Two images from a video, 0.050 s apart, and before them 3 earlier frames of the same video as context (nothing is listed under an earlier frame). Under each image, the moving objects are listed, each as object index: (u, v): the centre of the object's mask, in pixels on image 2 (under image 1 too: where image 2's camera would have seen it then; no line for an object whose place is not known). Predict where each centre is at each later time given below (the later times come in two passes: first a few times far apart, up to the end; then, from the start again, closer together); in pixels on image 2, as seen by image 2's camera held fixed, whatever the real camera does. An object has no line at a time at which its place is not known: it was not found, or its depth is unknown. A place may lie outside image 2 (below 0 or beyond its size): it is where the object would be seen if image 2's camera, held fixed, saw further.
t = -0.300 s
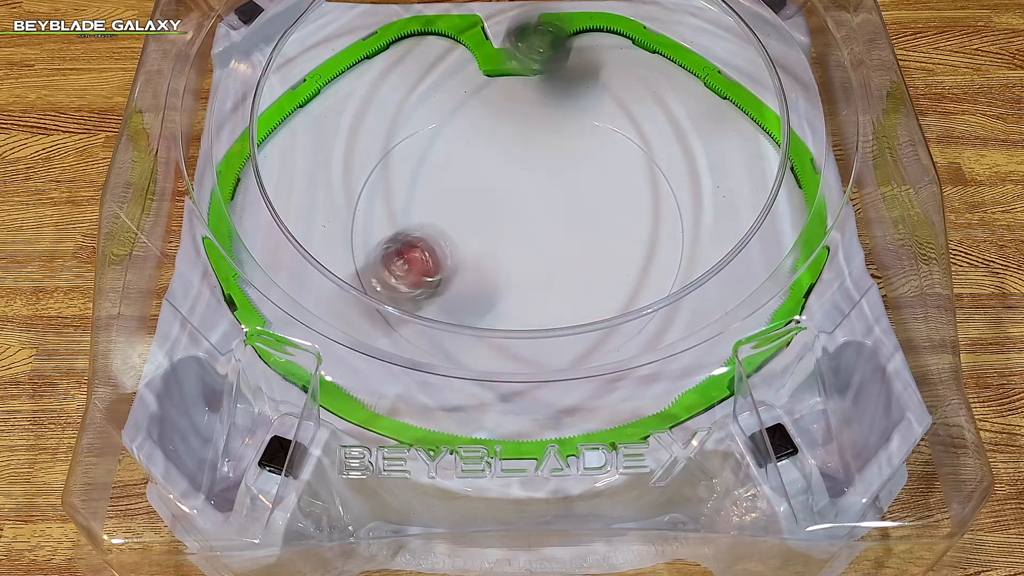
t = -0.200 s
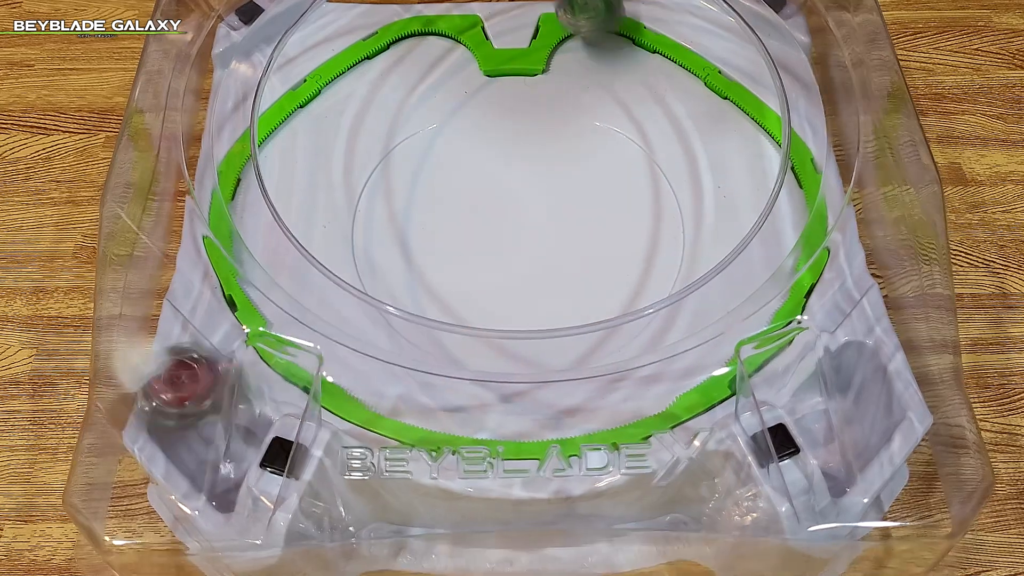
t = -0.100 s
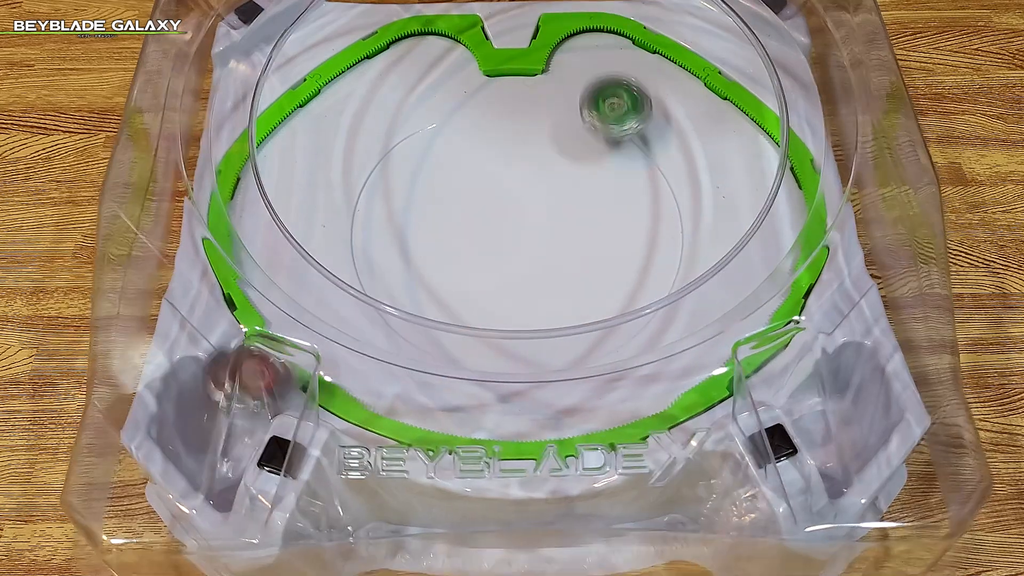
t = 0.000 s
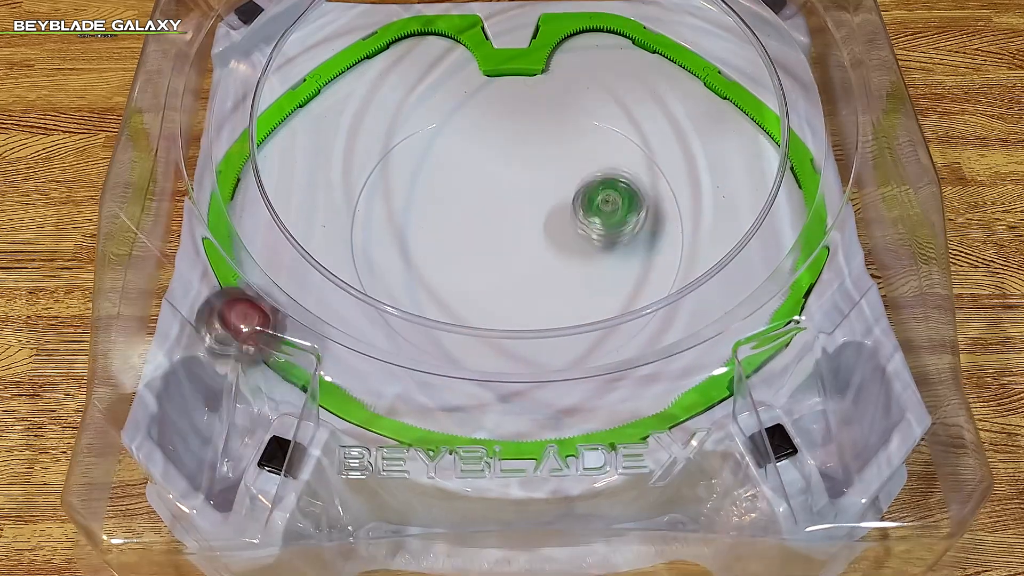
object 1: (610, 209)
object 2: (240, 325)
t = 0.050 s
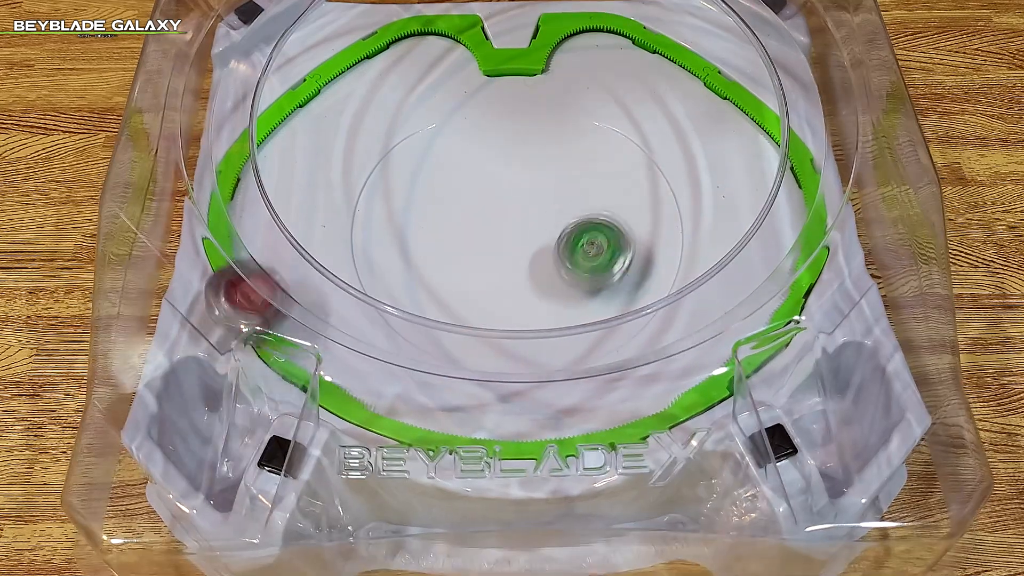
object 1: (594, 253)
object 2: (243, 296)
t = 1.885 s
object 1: (497, 163)
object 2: (533, 331)
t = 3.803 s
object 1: (502, 258)
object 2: (636, 241)
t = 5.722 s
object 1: (563, 236)
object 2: (613, 174)
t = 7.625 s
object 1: (484, 268)
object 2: (589, 135)
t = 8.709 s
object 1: (483, 229)
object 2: (441, 167)
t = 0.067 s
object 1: (588, 265)
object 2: (248, 290)
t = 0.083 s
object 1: (582, 277)
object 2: (251, 285)
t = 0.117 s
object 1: (568, 294)
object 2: (258, 272)
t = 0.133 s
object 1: (562, 300)
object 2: (263, 268)
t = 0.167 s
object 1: (552, 315)
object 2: (278, 256)
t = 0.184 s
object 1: (547, 322)
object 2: (287, 253)
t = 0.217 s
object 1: (540, 329)
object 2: (297, 246)
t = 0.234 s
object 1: (538, 330)
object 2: (304, 239)
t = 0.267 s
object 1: (537, 331)
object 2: (320, 226)
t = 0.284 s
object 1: (537, 331)
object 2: (325, 221)
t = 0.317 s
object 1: (541, 330)
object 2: (337, 209)
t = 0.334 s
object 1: (545, 329)
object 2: (345, 203)
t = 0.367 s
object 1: (553, 325)
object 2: (359, 192)
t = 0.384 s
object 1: (559, 323)
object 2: (368, 188)
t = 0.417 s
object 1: (570, 319)
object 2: (385, 185)
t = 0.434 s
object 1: (575, 316)
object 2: (396, 184)
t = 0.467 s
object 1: (585, 311)
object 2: (415, 181)
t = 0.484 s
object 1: (589, 303)
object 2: (423, 179)
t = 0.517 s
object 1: (597, 300)
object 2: (441, 177)
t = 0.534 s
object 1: (600, 298)
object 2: (449, 176)
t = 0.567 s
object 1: (605, 296)
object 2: (465, 172)
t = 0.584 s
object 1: (607, 294)
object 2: (473, 171)
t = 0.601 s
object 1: (609, 292)
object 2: (481, 170)
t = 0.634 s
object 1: (610, 290)
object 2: (497, 166)
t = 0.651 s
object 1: (609, 288)
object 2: (506, 164)
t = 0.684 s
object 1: (606, 283)
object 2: (524, 161)
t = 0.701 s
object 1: (604, 281)
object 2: (533, 159)
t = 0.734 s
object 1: (596, 273)
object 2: (550, 155)
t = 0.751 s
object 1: (592, 269)
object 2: (558, 154)
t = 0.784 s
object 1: (584, 261)
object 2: (574, 150)
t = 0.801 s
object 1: (579, 257)
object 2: (582, 148)
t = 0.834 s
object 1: (569, 250)
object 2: (598, 145)
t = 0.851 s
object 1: (564, 247)
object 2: (606, 143)
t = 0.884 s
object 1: (552, 241)
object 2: (620, 142)
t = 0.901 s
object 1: (546, 239)
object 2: (627, 141)
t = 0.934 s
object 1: (533, 234)
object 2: (639, 141)
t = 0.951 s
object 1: (526, 233)
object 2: (641, 143)
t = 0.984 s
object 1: (512, 231)
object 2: (641, 152)
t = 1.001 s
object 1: (505, 230)
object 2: (642, 154)
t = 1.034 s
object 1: (492, 229)
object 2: (643, 161)
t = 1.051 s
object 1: (485, 229)
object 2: (643, 164)
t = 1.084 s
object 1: (473, 230)
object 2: (646, 169)
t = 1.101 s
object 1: (467, 231)
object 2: (647, 173)
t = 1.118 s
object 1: (461, 232)
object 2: (650, 175)
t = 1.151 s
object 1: (450, 234)
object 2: (655, 181)
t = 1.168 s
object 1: (445, 236)
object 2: (658, 183)
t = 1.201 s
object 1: (436, 240)
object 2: (662, 190)
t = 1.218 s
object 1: (433, 241)
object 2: (663, 194)
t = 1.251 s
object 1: (428, 245)
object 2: (663, 201)
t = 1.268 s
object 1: (427, 246)
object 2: (663, 205)
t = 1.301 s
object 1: (425, 249)
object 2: (663, 213)
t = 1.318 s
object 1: (426, 250)
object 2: (663, 217)
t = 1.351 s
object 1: (427, 252)
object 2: (663, 227)
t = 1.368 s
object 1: (429, 253)
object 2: (662, 231)
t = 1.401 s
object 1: (432, 254)
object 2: (660, 239)
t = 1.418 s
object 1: (434, 255)
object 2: (658, 244)
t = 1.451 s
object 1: (440, 255)
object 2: (655, 253)
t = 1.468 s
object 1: (443, 255)
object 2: (653, 258)
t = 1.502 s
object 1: (451, 253)
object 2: (648, 267)
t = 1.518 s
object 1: (456, 252)
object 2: (646, 271)
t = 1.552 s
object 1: (465, 249)
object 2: (639, 278)
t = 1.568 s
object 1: (469, 247)
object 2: (636, 282)
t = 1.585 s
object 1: (473, 244)
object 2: (632, 286)
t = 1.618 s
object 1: (481, 238)
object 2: (624, 291)
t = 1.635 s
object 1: (484, 235)
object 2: (619, 294)
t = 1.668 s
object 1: (489, 227)
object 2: (612, 305)
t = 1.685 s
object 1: (491, 223)
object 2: (607, 308)
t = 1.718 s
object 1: (494, 213)
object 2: (596, 314)
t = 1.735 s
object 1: (495, 208)
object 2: (590, 317)
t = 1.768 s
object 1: (497, 198)
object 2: (578, 322)
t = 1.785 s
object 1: (498, 193)
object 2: (573, 324)
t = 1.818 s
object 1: (498, 183)
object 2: (559, 328)
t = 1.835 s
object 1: (498, 178)
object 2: (552, 329)
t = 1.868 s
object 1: (498, 168)
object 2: (539, 331)
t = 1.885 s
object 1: (497, 163)
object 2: (533, 331)
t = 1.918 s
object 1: (497, 155)
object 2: (518, 332)
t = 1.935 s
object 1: (496, 152)
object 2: (512, 332)
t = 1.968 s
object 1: (496, 146)
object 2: (499, 331)
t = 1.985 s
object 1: (495, 144)
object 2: (492, 330)
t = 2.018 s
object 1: (494, 141)
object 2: (480, 327)
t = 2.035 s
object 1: (494, 140)
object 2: (474, 325)
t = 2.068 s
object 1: (493, 138)
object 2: (462, 322)
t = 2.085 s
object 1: (493, 138)
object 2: (456, 319)
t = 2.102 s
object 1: (493, 139)
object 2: (451, 317)
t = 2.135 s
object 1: (492, 140)
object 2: (440, 311)
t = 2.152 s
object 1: (492, 140)
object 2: (435, 308)
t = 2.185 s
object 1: (491, 141)
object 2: (425, 301)
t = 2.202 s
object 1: (492, 142)
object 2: (421, 297)
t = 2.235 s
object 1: (492, 143)
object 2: (414, 288)
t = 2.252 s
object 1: (492, 144)
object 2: (411, 285)
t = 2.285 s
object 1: (494, 146)
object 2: (404, 277)
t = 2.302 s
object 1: (495, 148)
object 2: (401, 273)
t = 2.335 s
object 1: (499, 151)
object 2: (396, 264)
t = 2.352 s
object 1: (501, 152)
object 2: (395, 259)
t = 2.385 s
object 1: (507, 156)
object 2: (392, 251)
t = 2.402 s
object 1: (511, 158)
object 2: (392, 247)
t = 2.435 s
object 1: (518, 162)
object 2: (393, 239)
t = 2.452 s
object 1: (521, 165)
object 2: (395, 234)
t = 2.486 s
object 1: (528, 170)
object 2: (397, 227)
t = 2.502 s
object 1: (532, 173)
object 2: (399, 221)
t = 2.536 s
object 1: (538, 179)
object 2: (402, 213)
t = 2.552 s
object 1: (541, 181)
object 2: (404, 209)
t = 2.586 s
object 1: (547, 187)
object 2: (409, 199)
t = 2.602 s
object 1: (550, 190)
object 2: (411, 195)
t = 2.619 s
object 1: (552, 193)
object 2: (414, 192)
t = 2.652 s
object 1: (558, 198)
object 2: (420, 184)
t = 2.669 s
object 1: (560, 201)
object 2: (423, 180)
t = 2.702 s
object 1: (565, 205)
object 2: (430, 174)
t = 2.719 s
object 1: (567, 207)
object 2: (435, 171)
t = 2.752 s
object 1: (572, 209)
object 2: (444, 165)
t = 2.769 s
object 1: (574, 211)
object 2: (448, 162)
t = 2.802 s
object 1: (577, 213)
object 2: (457, 156)
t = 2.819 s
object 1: (578, 214)
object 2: (462, 153)
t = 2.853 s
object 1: (580, 216)
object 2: (471, 147)
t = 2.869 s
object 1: (581, 217)
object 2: (477, 144)
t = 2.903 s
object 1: (582, 219)
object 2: (487, 139)
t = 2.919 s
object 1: (582, 220)
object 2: (492, 138)
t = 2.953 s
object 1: (582, 222)
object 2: (501, 134)
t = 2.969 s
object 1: (582, 223)
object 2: (507, 132)
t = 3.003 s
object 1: (581, 225)
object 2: (518, 129)
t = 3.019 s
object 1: (581, 226)
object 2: (523, 127)
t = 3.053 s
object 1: (579, 228)
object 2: (535, 125)
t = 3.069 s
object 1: (578, 228)
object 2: (541, 124)
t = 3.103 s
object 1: (576, 230)
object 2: (551, 122)
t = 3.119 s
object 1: (575, 231)
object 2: (556, 122)
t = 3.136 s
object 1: (574, 232)
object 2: (562, 121)
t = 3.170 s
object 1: (572, 234)
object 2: (571, 122)
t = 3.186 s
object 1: (571, 235)
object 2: (576, 122)
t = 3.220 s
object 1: (569, 238)
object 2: (585, 124)
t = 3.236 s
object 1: (568, 239)
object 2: (590, 125)
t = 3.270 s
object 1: (565, 241)
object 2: (599, 126)
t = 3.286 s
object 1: (564, 243)
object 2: (603, 129)
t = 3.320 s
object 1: (561, 245)
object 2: (611, 132)
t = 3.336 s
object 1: (559, 247)
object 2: (615, 134)
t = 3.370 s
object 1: (555, 249)
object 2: (622, 139)
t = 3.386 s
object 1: (553, 250)
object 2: (626, 143)
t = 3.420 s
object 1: (549, 252)
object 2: (633, 148)
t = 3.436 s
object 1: (547, 253)
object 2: (636, 152)
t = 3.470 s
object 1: (544, 255)
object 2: (641, 159)
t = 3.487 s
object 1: (542, 256)
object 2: (644, 163)
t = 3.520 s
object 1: (539, 257)
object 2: (647, 170)
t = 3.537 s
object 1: (537, 258)
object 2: (649, 174)
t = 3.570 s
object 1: (533, 259)
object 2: (651, 183)
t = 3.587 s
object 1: (531, 259)
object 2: (651, 187)
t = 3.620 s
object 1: (526, 260)
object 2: (652, 196)
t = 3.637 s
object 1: (524, 260)
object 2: (652, 200)
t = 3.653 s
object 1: (521, 260)
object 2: (651, 204)
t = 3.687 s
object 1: (516, 260)
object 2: (650, 212)
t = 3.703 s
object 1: (514, 260)
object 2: (649, 217)
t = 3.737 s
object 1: (509, 259)
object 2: (646, 225)
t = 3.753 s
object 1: (507, 259)
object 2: (644, 229)
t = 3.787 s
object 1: (504, 259)
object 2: (638, 238)
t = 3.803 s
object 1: (502, 258)
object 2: (636, 241)
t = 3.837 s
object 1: (499, 258)
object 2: (630, 249)
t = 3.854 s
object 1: (497, 258)
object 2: (626, 254)
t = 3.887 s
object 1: (494, 256)
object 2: (619, 261)
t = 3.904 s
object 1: (493, 255)
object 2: (614, 264)
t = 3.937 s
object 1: (491, 253)
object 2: (606, 271)
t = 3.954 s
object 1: (490, 251)
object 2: (601, 274)
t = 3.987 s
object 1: (489, 249)
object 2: (592, 280)
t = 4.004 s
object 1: (489, 247)
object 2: (586, 283)
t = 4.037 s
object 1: (488, 245)
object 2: (576, 288)
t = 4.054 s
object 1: (487, 244)
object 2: (570, 290)
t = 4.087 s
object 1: (486, 242)
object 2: (558, 295)
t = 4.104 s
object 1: (486, 241)
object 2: (553, 296)
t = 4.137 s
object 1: (483, 239)
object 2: (542, 298)
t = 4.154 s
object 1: (482, 237)
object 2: (535, 299)
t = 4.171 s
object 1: (481, 236)
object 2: (530, 300)
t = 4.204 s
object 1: (478, 232)
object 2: (518, 301)
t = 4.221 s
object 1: (477, 231)
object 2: (512, 301)
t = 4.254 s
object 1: (475, 226)
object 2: (501, 301)
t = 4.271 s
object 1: (475, 224)
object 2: (495, 300)
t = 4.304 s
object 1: (474, 219)
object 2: (484, 298)
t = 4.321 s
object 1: (474, 216)
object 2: (479, 297)
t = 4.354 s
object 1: (475, 211)
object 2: (469, 294)
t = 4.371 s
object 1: (476, 209)
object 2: (464, 292)
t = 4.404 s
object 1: (478, 205)
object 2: (454, 289)
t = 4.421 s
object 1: (479, 203)
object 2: (451, 287)
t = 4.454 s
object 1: (481, 200)
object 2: (444, 283)
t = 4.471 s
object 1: (482, 199)
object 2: (441, 280)
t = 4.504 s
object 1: (484, 196)
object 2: (435, 273)
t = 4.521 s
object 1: (485, 195)
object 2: (433, 271)
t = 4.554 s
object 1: (489, 193)
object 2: (428, 264)
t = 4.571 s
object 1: (490, 193)
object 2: (426, 261)
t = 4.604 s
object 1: (493, 190)
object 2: (423, 254)
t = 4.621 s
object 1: (494, 190)
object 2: (422, 250)
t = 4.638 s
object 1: (496, 189)
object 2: (422, 247)
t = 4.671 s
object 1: (498, 187)
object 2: (422, 240)
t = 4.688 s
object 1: (499, 186)
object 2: (421, 236)
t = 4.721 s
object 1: (502, 183)
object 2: (423, 229)
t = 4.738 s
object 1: (504, 182)
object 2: (424, 226)
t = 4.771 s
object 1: (507, 180)
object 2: (426, 218)
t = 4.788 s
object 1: (508, 179)
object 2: (428, 214)
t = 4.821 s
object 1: (511, 177)
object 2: (431, 207)
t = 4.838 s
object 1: (513, 176)
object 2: (433, 203)
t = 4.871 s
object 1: (516, 174)
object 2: (437, 195)
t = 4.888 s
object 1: (517, 173)
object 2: (439, 192)
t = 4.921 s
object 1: (520, 172)
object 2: (444, 184)
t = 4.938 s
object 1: (522, 172)
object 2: (447, 180)
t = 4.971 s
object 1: (527, 172)
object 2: (453, 173)
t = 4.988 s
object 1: (532, 172)
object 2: (455, 170)
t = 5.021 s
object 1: (539, 173)
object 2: (462, 163)
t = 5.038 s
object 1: (542, 174)
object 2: (466, 161)
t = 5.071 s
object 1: (548, 177)
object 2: (474, 157)
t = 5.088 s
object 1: (550, 178)
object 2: (479, 155)
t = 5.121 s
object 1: (555, 180)
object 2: (486, 151)
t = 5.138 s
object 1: (556, 181)
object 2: (490, 150)
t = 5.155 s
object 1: (558, 183)
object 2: (493, 147)
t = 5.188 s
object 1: (560, 186)
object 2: (503, 144)
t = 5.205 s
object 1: (561, 187)
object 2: (508, 143)
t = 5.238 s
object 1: (562, 190)
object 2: (517, 140)
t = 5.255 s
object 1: (562, 192)
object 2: (521, 139)
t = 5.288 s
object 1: (562, 194)
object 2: (530, 137)
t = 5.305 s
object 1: (562, 195)
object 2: (534, 136)
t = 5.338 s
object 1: (563, 198)
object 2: (543, 136)
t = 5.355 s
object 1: (563, 199)
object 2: (547, 136)
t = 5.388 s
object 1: (563, 201)
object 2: (554, 136)
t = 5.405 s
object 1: (564, 202)
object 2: (558, 136)
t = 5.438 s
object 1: (565, 204)
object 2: (567, 138)
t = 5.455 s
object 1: (566, 205)
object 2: (571, 138)
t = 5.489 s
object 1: (568, 207)
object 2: (578, 141)
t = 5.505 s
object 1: (568, 208)
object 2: (581, 143)
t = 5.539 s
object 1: (570, 211)
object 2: (586, 147)
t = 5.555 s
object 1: (571, 213)
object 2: (589, 149)
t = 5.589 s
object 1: (572, 216)
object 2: (594, 153)
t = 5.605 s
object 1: (572, 218)
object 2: (596, 156)
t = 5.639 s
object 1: (572, 221)
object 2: (601, 161)
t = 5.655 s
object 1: (572, 223)
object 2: (603, 164)
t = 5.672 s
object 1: (572, 225)
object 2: (604, 167)
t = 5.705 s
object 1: (571, 229)
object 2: (608, 174)
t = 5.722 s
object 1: (563, 236)
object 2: (613, 174)
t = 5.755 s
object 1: (548, 250)
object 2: (624, 173)
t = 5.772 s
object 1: (543, 255)
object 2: (627, 174)
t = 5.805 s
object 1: (533, 265)
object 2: (632, 180)
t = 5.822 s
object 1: (528, 269)
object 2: (632, 184)
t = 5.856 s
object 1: (522, 277)
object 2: (630, 190)
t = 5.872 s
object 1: (520, 280)
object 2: (630, 194)
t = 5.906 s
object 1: (516, 285)
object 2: (627, 200)
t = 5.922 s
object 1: (515, 288)
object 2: (625, 204)
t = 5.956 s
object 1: (514, 292)
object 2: (620, 211)
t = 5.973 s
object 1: (514, 293)
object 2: (618, 215)
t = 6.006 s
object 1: (513, 295)
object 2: (612, 221)
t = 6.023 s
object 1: (513, 296)
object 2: (608, 225)
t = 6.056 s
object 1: (513, 297)
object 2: (601, 231)
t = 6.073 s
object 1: (514, 297)
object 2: (597, 234)
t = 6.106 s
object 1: (514, 296)
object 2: (590, 240)
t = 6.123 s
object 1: (515, 295)
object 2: (586, 243)
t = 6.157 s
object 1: (515, 294)
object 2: (578, 248)
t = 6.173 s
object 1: (515, 293)
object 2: (573, 253)
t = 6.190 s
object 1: (505, 296)
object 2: (578, 247)
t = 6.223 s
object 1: (479, 301)
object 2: (589, 236)
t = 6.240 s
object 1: (467, 303)
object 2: (594, 231)
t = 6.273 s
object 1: (447, 310)
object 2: (598, 224)
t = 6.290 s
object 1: (438, 313)
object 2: (598, 222)
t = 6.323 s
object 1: (429, 312)
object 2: (594, 217)
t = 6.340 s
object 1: (427, 310)
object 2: (590, 216)
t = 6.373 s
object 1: (429, 298)
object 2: (582, 214)
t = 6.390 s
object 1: (430, 296)
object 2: (578, 213)
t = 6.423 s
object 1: (433, 291)
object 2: (568, 210)
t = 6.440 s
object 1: (437, 289)
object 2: (564, 208)
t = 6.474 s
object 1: (448, 282)
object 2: (555, 204)
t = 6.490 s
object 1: (453, 281)
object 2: (551, 202)
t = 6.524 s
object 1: (465, 273)
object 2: (542, 198)
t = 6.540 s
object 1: (471, 269)
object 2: (538, 196)
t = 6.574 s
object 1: (482, 263)
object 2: (530, 192)
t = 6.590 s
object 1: (488, 259)
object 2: (526, 190)
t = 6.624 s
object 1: (498, 253)
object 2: (519, 186)
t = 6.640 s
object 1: (502, 249)
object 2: (516, 184)
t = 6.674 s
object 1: (511, 243)
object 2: (511, 181)
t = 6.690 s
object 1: (513, 245)
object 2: (508, 175)
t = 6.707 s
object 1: (514, 249)
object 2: (506, 166)
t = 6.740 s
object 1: (515, 254)
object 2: (502, 150)
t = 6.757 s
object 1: (516, 257)
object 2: (500, 143)
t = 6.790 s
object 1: (514, 260)
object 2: (495, 134)
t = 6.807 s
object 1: (513, 261)
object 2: (493, 131)
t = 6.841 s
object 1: (509, 263)
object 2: (489, 124)
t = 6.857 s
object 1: (506, 262)
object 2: (487, 121)
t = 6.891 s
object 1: (502, 264)
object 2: (483, 115)
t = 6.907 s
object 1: (499, 262)
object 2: (481, 113)
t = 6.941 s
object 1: (494, 263)
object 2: (479, 109)
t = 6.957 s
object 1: (490, 261)
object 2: (479, 107)
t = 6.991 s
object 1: (483, 259)
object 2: (477, 106)
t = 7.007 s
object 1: (481, 257)
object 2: (476, 105)
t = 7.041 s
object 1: (474, 254)
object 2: (476, 105)
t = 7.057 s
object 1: (471, 252)
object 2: (477, 106)
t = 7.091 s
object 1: (465, 247)
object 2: (478, 106)
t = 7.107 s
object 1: (463, 245)
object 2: (478, 107)
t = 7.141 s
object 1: (460, 237)
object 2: (479, 108)
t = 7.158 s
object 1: (458, 235)
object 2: (480, 109)
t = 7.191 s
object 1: (458, 226)
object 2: (485, 111)
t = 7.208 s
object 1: (459, 223)
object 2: (487, 112)
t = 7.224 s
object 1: (461, 219)
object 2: (489, 114)
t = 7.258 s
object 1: (469, 213)
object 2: (494, 116)
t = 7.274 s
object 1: (473, 209)
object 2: (497, 119)
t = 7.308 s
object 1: (482, 204)
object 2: (502, 123)
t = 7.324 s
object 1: (486, 201)
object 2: (506, 125)
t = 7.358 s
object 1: (495, 197)
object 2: (511, 131)
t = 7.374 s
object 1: (500, 197)
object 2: (513, 133)
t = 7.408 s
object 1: (505, 195)
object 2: (522, 136)
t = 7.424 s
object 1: (502, 197)
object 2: (531, 133)
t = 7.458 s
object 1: (495, 210)
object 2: (550, 119)
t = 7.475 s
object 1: (492, 220)
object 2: (559, 117)
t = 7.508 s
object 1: (486, 239)
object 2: (574, 116)
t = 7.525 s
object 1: (484, 245)
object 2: (578, 116)
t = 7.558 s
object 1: (481, 256)
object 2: (585, 117)
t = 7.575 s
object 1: (480, 260)
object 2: (588, 120)
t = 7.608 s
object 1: (482, 266)
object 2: (590, 129)
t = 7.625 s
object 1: (484, 268)
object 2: (589, 135)
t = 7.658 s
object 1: (490, 271)
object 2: (585, 145)
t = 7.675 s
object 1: (493, 274)
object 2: (583, 150)
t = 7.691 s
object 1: (496, 276)
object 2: (581, 155)
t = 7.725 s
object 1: (503, 278)
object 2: (576, 163)
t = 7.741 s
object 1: (506, 279)
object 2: (574, 167)
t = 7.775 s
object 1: (511, 282)
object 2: (569, 175)
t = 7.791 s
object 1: (515, 284)
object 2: (566, 179)
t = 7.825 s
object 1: (521, 285)
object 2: (560, 188)
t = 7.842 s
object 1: (525, 286)
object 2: (556, 192)
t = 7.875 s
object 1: (530, 287)
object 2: (549, 200)
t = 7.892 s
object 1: (533, 287)
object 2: (545, 204)
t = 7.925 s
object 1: (538, 287)
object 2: (537, 212)
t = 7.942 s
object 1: (540, 286)
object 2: (532, 216)
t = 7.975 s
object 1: (544, 285)
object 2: (523, 223)
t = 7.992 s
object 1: (545, 284)
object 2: (518, 226)
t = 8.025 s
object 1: (546, 283)
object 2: (508, 231)
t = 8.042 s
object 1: (549, 289)
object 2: (501, 228)
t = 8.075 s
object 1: (552, 296)
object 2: (487, 220)
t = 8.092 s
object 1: (553, 298)
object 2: (480, 215)
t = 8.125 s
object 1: (552, 301)
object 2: (469, 211)
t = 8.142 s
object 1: (551, 302)
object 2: (465, 207)
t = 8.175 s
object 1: (547, 302)
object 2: (458, 203)
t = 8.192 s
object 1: (545, 302)
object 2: (454, 202)
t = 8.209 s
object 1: (542, 301)
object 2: (451, 200)
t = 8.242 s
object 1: (536, 295)
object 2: (443, 199)
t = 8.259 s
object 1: (532, 291)
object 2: (440, 198)
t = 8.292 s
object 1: (527, 282)
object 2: (432, 196)
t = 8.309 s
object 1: (525, 277)
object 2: (429, 194)
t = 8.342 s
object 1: (521, 269)
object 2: (424, 192)
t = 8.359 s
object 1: (519, 265)
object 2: (422, 191)
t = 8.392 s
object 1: (517, 258)
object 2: (418, 189)
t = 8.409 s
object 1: (516, 256)
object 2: (417, 188)
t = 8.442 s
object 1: (514, 251)
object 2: (415, 186)
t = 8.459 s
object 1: (512, 250)
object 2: (414, 185)
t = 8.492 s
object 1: (509, 246)
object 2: (414, 183)
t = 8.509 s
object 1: (507, 245)
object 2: (415, 182)
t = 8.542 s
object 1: (503, 242)
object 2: (417, 180)
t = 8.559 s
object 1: (501, 241)
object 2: (418, 179)
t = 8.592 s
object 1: (494, 238)
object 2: (421, 177)
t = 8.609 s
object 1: (492, 237)
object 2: (424, 176)
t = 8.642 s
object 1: (485, 233)
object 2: (430, 175)
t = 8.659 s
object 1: (483, 230)
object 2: (433, 176)
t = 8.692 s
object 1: (478, 223)
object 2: (439, 173)
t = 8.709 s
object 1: (483, 229)
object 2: (441, 167)
